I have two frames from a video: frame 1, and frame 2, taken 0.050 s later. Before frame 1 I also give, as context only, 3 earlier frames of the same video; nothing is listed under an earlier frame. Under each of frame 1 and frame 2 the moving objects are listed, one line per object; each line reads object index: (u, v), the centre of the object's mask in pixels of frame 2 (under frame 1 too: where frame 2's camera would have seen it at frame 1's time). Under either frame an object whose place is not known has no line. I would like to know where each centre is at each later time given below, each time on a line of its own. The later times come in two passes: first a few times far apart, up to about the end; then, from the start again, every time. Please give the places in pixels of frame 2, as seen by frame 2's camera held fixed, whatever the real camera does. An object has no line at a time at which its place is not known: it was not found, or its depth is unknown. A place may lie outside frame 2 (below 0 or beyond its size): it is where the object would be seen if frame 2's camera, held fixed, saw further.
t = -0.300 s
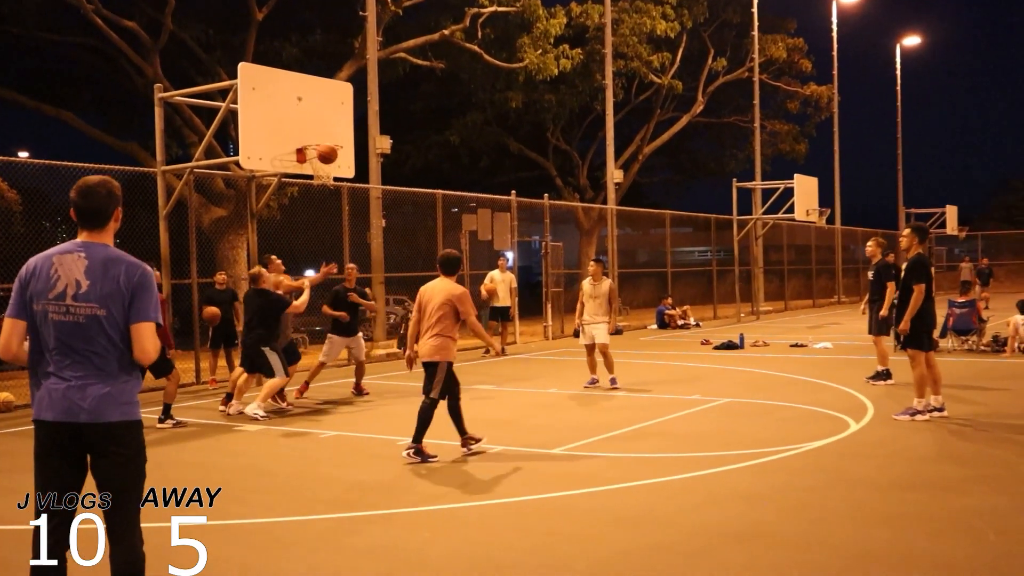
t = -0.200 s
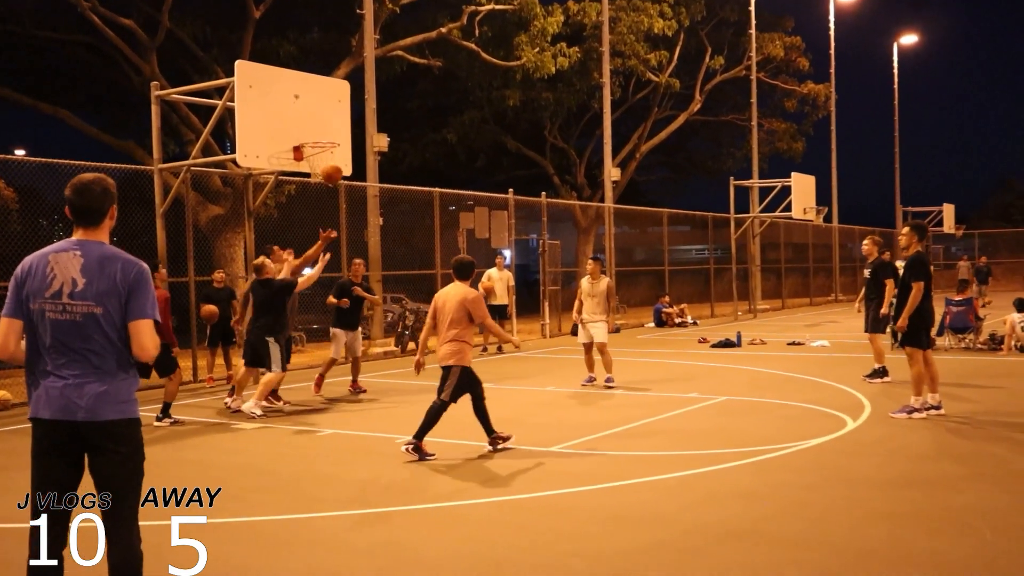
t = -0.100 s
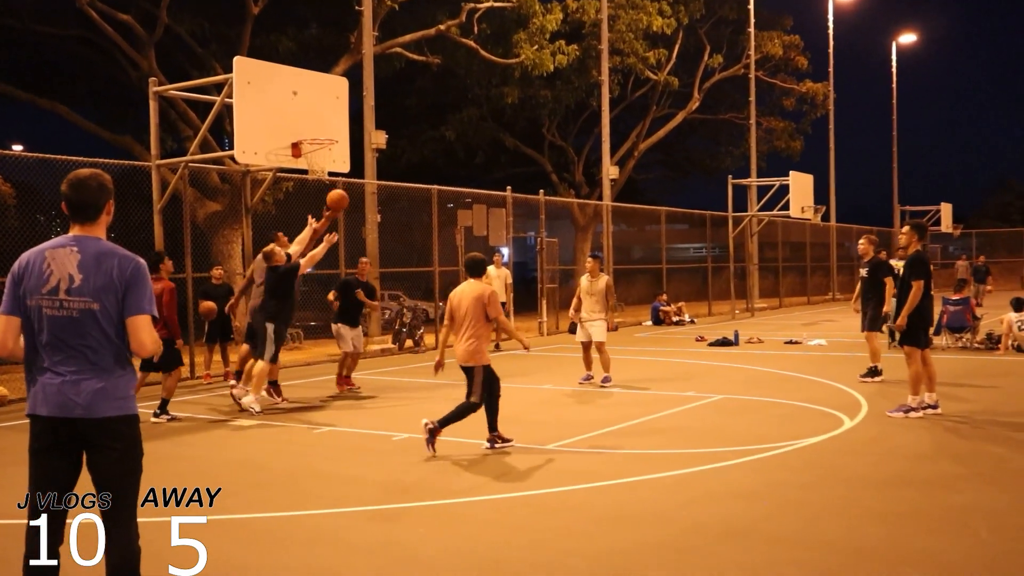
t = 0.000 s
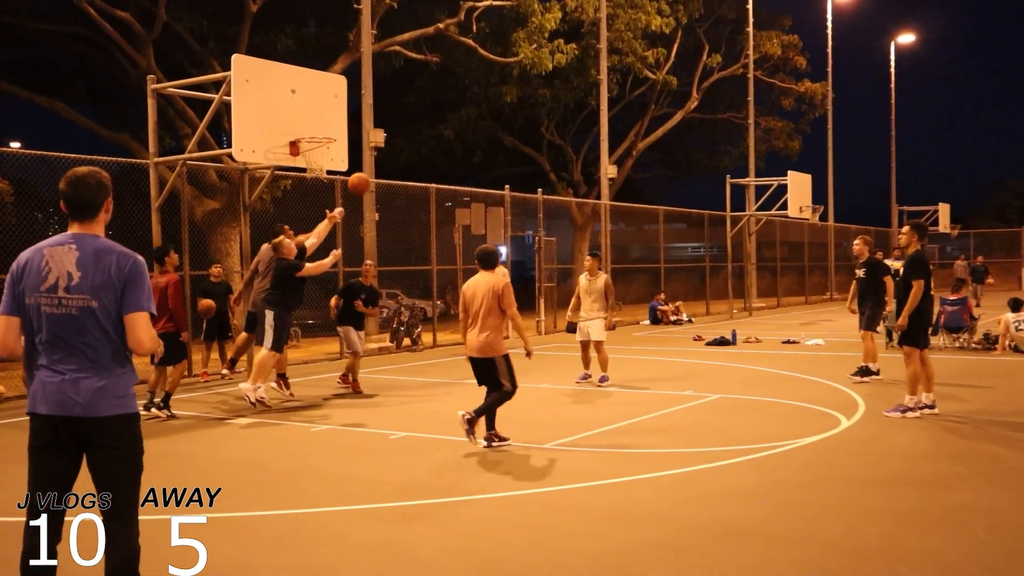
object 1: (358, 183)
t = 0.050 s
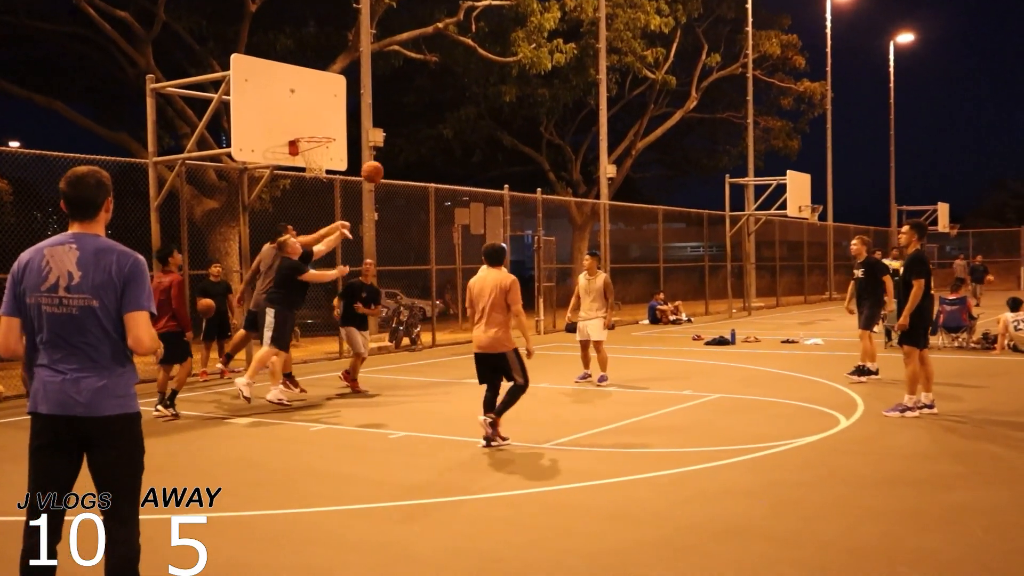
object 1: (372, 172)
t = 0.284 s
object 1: (437, 149)
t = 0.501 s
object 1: (497, 171)
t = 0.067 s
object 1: (378, 169)
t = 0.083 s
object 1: (382, 166)
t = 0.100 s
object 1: (386, 163)
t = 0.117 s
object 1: (391, 160)
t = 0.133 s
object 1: (395, 158)
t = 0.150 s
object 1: (400, 156)
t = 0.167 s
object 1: (405, 154)
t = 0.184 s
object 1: (409, 153)
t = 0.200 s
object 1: (414, 152)
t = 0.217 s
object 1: (419, 151)
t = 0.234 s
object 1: (423, 150)
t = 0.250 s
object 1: (428, 150)
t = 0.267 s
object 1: (433, 149)
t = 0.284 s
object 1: (437, 149)
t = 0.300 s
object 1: (442, 149)
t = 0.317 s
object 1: (446, 150)
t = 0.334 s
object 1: (451, 151)
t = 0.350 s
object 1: (456, 151)
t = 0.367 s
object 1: (460, 153)
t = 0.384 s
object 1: (465, 155)
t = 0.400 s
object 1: (470, 156)
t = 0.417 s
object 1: (474, 158)
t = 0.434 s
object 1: (479, 160)
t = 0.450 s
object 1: (483, 163)
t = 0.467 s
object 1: (488, 165)
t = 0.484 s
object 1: (493, 168)
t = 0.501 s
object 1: (497, 171)
